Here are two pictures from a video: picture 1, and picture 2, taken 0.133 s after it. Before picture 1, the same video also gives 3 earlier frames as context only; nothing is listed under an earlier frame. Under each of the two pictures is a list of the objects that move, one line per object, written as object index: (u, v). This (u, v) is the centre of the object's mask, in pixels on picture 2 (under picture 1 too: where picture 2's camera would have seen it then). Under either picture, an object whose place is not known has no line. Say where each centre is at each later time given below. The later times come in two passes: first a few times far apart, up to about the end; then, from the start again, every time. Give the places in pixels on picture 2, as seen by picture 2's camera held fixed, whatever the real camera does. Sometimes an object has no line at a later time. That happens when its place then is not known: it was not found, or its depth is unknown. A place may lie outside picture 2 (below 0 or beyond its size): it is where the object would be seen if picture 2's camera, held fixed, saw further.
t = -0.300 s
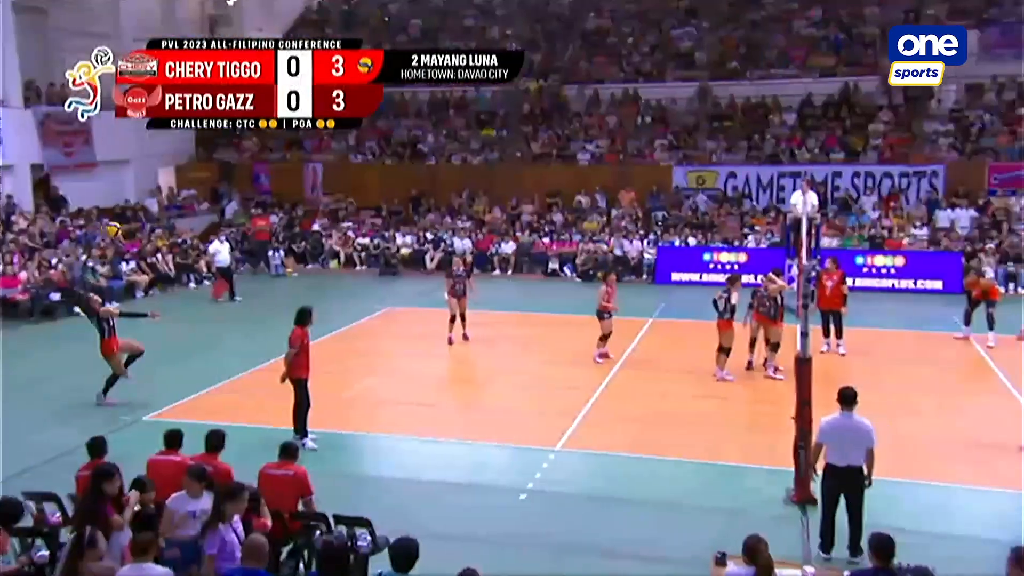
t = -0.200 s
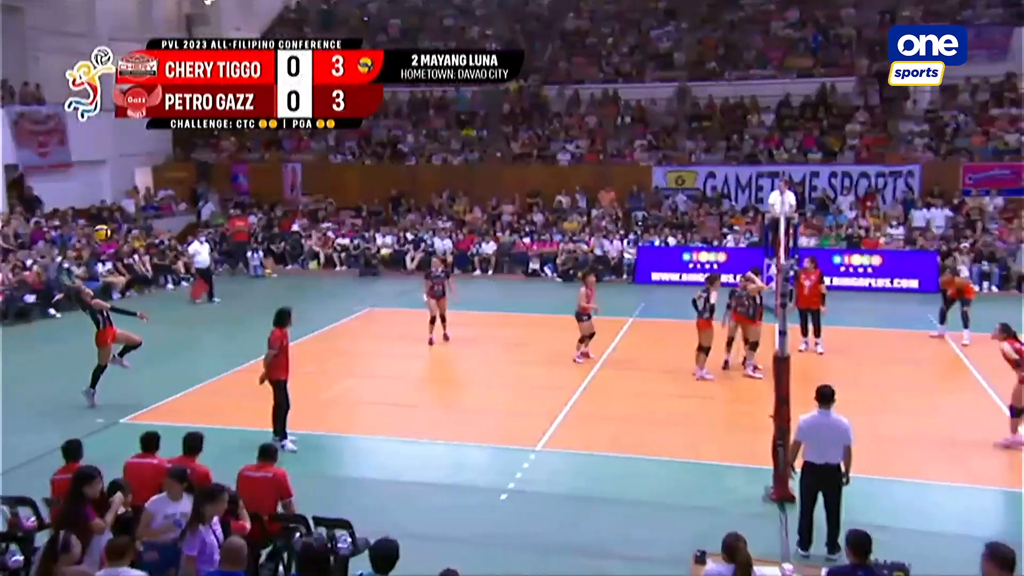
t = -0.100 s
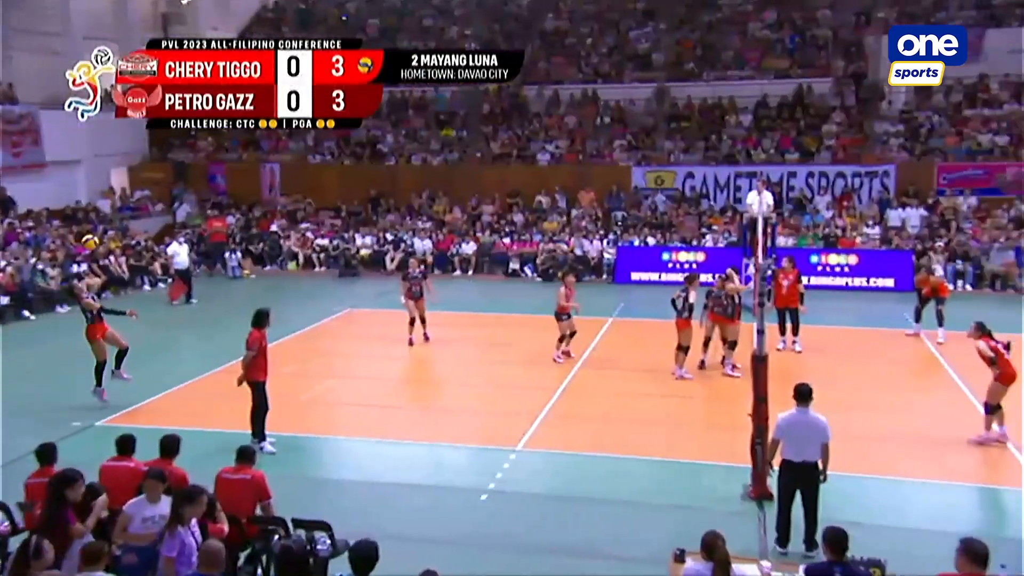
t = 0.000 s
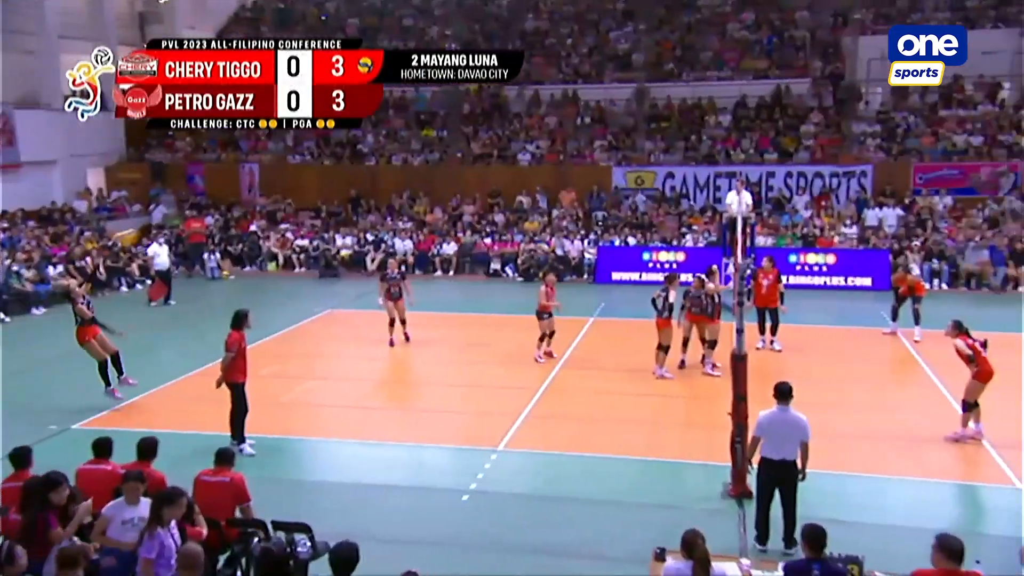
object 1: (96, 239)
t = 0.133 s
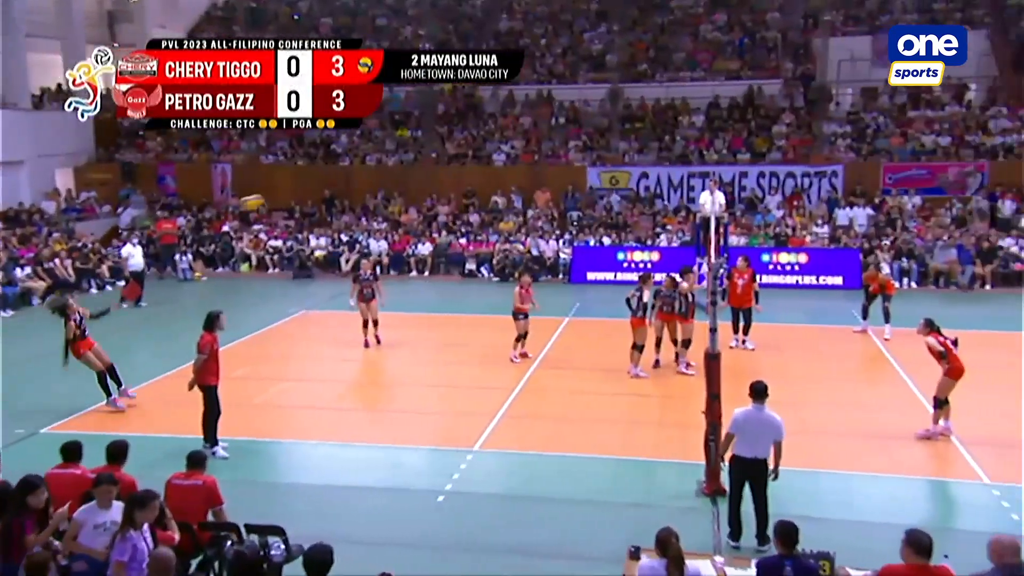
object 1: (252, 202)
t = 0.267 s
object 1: (392, 177)
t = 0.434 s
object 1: (553, 162)
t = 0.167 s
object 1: (289, 195)
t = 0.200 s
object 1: (324, 188)
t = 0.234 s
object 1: (359, 182)
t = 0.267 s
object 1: (392, 177)
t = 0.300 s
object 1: (426, 172)
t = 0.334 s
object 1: (459, 169)
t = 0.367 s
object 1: (491, 166)
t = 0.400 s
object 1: (522, 163)
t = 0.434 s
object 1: (553, 162)
